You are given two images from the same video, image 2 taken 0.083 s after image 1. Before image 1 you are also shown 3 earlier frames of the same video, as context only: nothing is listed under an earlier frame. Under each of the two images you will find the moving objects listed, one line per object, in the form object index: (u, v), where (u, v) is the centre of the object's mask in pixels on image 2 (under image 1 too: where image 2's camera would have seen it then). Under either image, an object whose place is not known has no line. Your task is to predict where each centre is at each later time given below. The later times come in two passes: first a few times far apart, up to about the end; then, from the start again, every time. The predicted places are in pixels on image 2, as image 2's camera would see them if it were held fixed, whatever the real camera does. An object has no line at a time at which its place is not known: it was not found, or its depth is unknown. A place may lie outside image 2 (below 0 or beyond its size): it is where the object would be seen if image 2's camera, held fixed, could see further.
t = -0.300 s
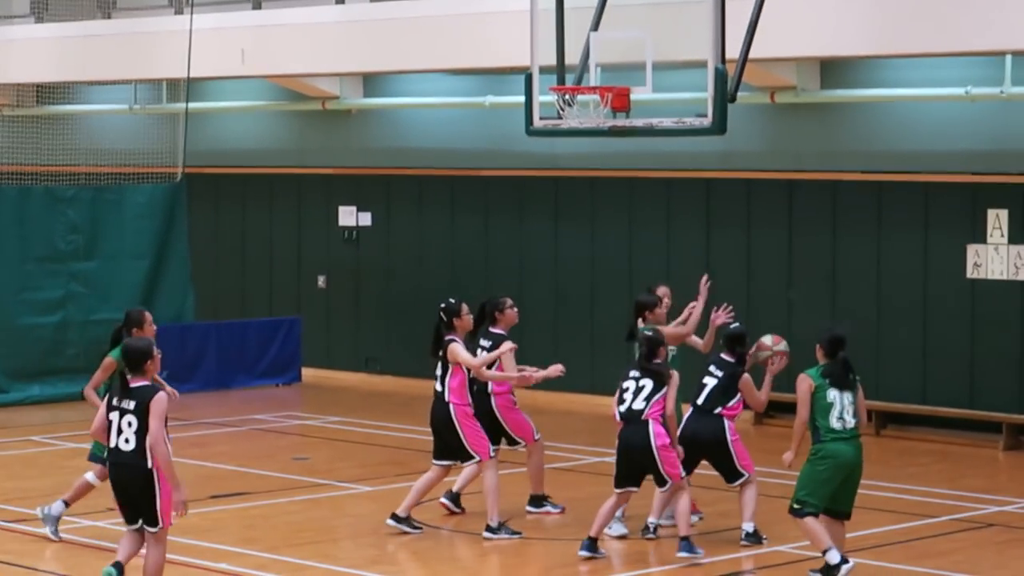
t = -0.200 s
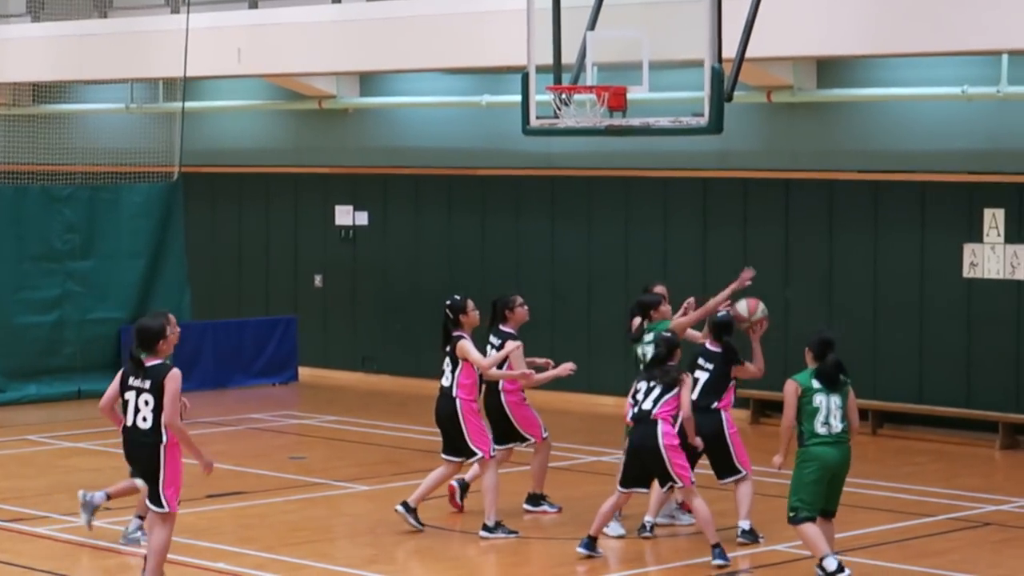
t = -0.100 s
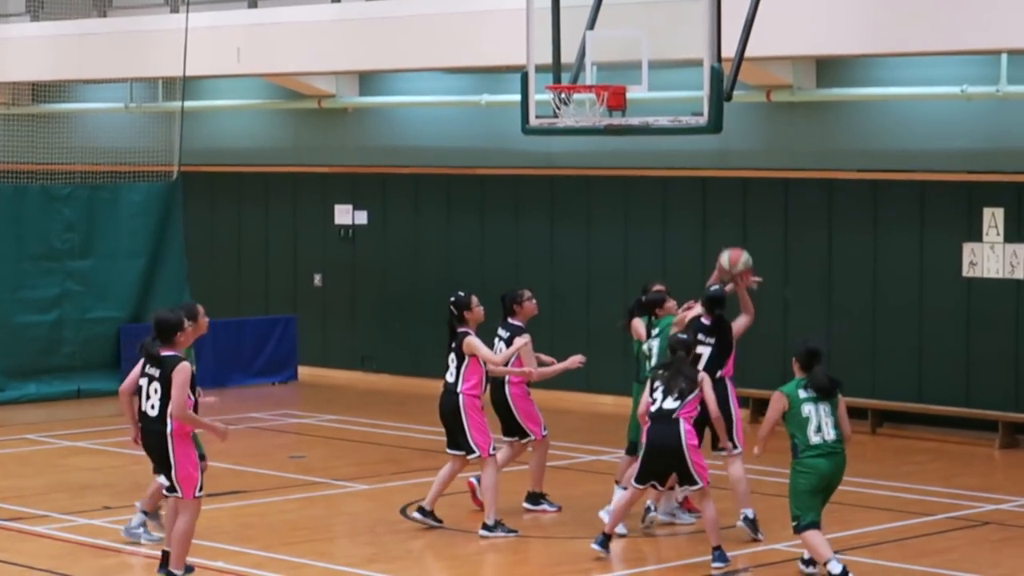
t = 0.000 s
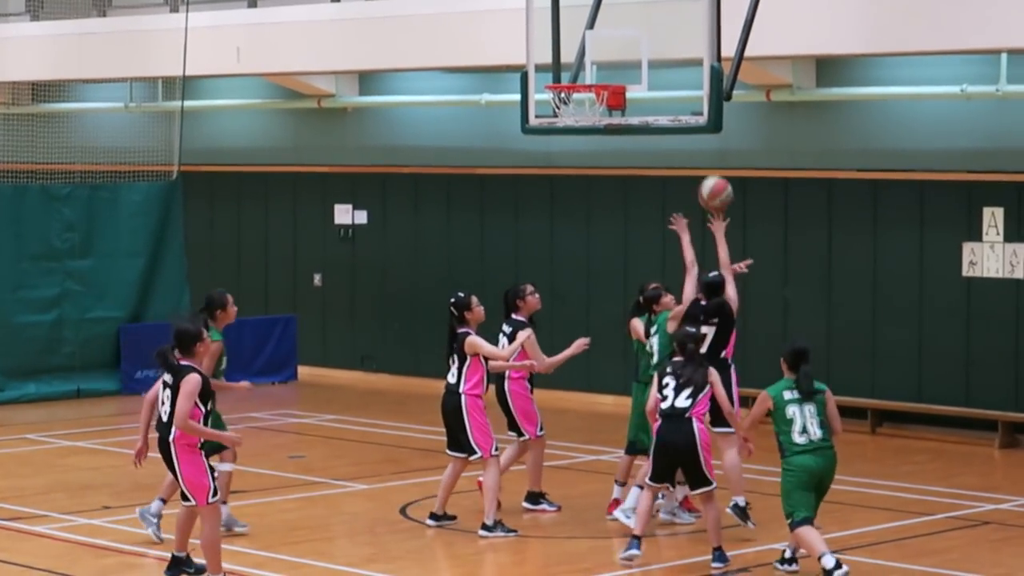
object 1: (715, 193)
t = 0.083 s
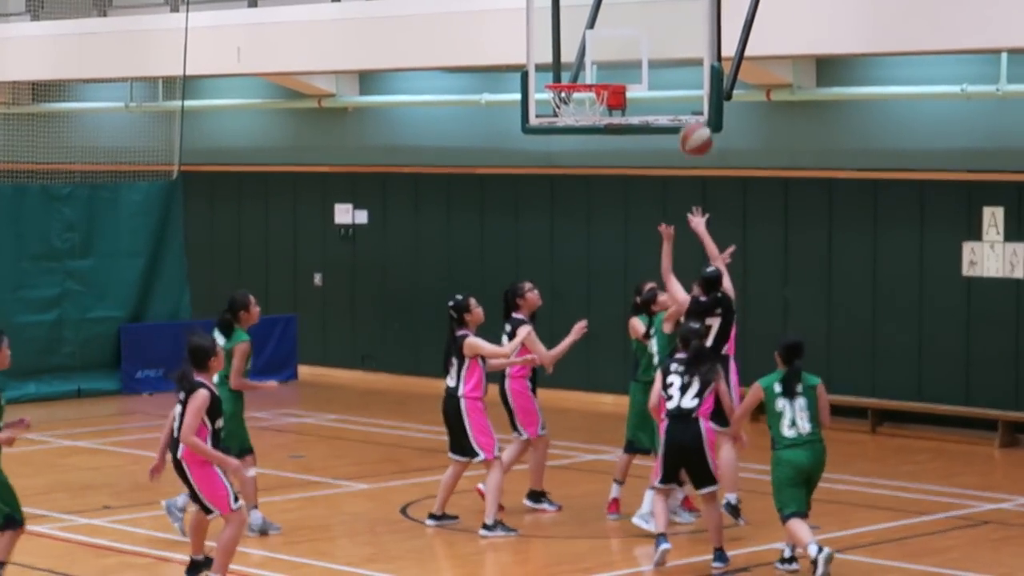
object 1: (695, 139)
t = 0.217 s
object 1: (665, 75)
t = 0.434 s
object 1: (620, 28)
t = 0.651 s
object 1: (573, 46)
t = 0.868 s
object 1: (527, 128)
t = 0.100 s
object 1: (691, 130)
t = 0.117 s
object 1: (688, 120)
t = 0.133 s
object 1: (685, 113)
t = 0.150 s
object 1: (680, 105)
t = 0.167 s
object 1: (677, 97)
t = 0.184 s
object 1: (673, 89)
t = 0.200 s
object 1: (669, 82)
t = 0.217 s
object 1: (665, 75)
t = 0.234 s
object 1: (663, 70)
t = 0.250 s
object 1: (659, 65)
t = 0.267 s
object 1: (655, 60)
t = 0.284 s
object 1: (651, 54)
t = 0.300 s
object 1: (648, 50)
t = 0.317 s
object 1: (645, 46)
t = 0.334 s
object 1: (641, 41)
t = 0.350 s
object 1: (638, 38)
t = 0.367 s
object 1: (634, 36)
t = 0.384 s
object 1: (631, 33)
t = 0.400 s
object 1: (627, 31)
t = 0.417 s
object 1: (624, 29)
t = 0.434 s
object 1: (620, 28)
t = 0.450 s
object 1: (616, 27)
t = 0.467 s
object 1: (613, 27)
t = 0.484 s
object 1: (610, 27)
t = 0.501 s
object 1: (606, 26)
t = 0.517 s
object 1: (602, 27)
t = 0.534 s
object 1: (599, 28)
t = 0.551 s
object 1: (595, 30)
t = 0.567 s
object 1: (591, 32)
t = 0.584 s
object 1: (588, 34)
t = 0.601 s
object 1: (584, 36)
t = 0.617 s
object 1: (580, 40)
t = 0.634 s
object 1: (577, 43)
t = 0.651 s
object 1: (573, 46)
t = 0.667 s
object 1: (570, 50)
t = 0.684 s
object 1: (565, 55)
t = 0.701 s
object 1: (562, 60)
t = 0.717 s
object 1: (558, 65)
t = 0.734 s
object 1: (554, 69)
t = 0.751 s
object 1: (550, 74)
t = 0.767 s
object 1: (544, 80)
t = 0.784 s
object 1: (539, 90)
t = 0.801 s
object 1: (538, 97)
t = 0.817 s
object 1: (536, 103)
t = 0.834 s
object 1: (533, 113)
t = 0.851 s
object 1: (531, 119)
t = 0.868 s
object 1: (527, 128)
